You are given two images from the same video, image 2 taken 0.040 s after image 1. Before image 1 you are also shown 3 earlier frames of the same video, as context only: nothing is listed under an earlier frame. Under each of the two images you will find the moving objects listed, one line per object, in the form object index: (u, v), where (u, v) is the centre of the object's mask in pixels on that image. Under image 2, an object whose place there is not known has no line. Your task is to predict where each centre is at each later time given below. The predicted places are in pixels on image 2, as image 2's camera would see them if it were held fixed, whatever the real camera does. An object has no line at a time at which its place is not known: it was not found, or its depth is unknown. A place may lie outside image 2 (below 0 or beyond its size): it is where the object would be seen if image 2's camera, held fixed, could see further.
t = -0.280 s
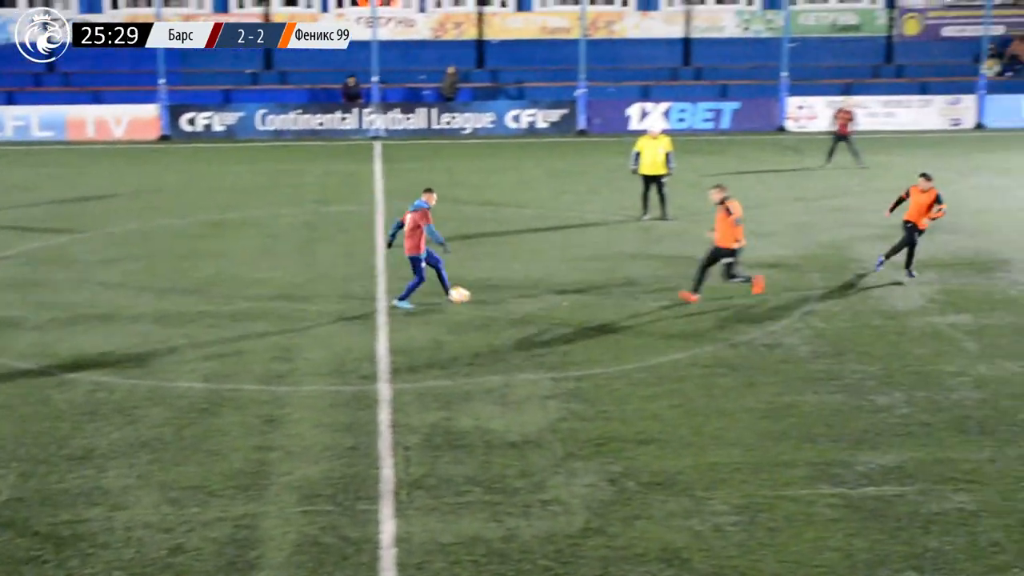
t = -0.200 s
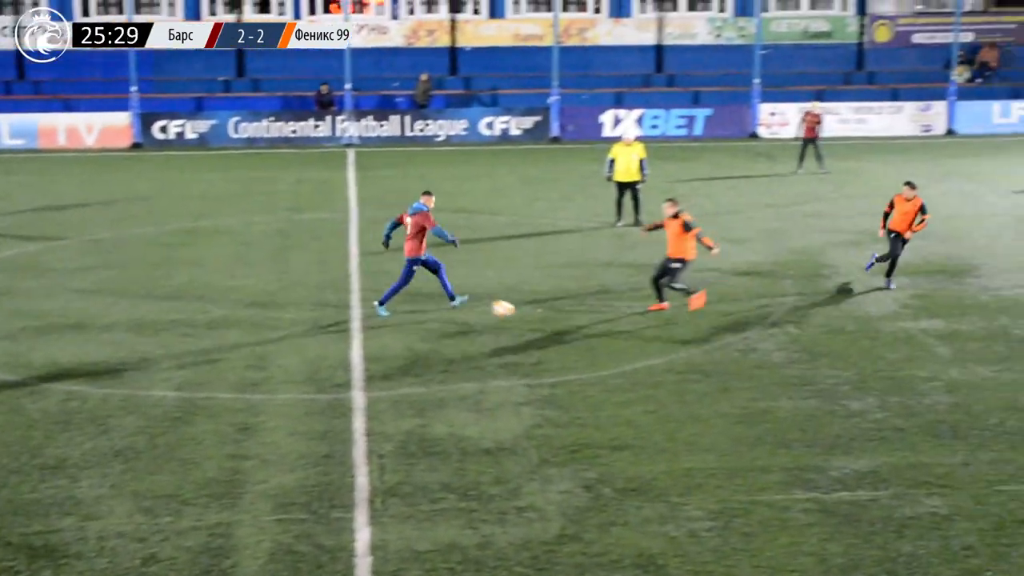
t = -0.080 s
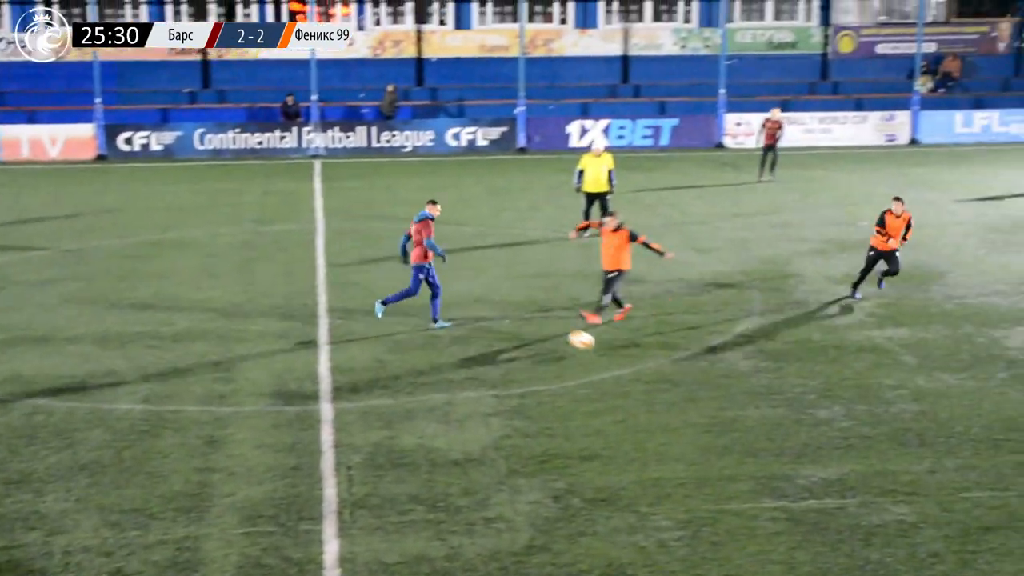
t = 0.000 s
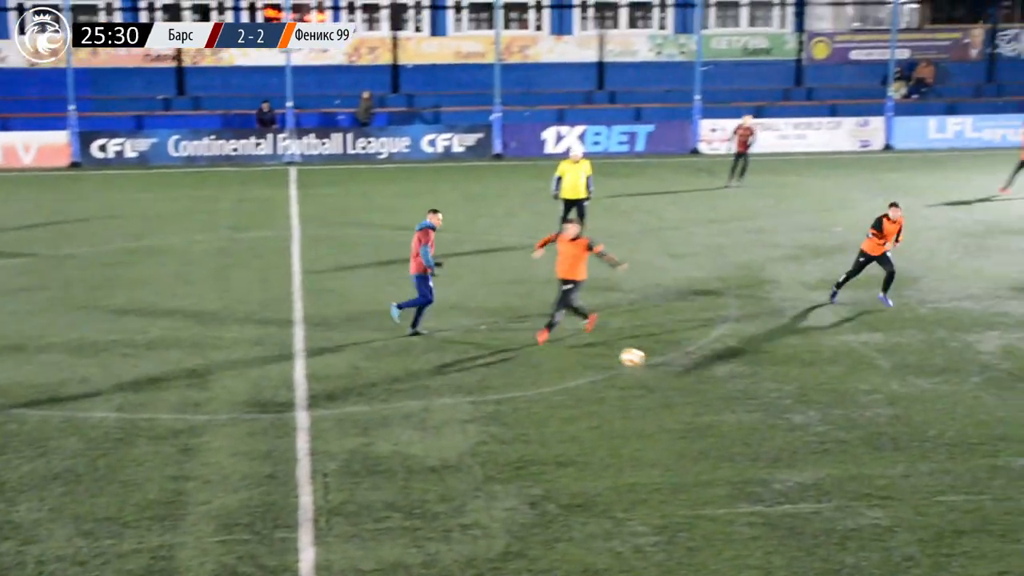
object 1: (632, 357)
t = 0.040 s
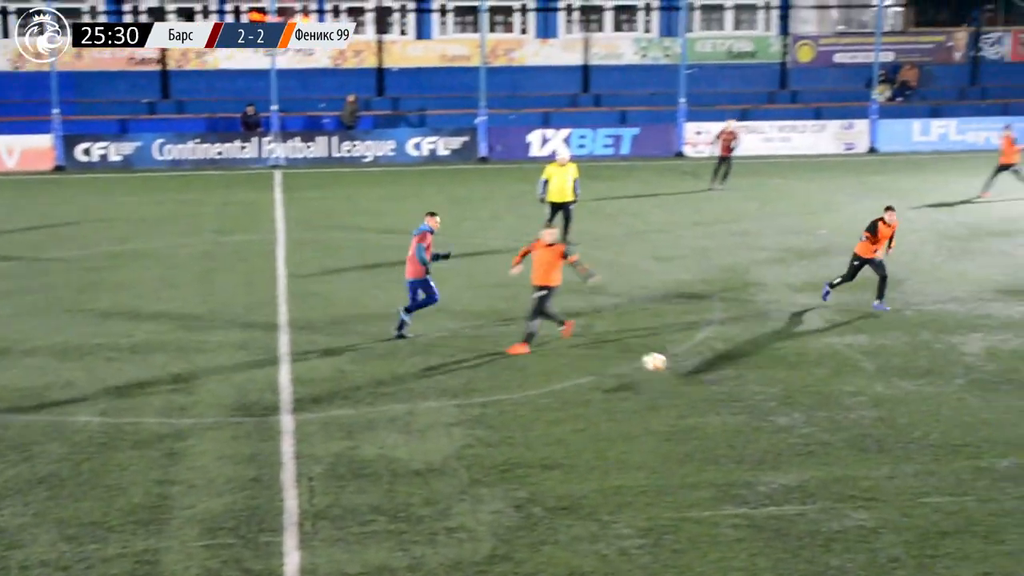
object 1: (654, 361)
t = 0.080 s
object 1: (691, 365)
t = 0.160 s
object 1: (766, 377)
